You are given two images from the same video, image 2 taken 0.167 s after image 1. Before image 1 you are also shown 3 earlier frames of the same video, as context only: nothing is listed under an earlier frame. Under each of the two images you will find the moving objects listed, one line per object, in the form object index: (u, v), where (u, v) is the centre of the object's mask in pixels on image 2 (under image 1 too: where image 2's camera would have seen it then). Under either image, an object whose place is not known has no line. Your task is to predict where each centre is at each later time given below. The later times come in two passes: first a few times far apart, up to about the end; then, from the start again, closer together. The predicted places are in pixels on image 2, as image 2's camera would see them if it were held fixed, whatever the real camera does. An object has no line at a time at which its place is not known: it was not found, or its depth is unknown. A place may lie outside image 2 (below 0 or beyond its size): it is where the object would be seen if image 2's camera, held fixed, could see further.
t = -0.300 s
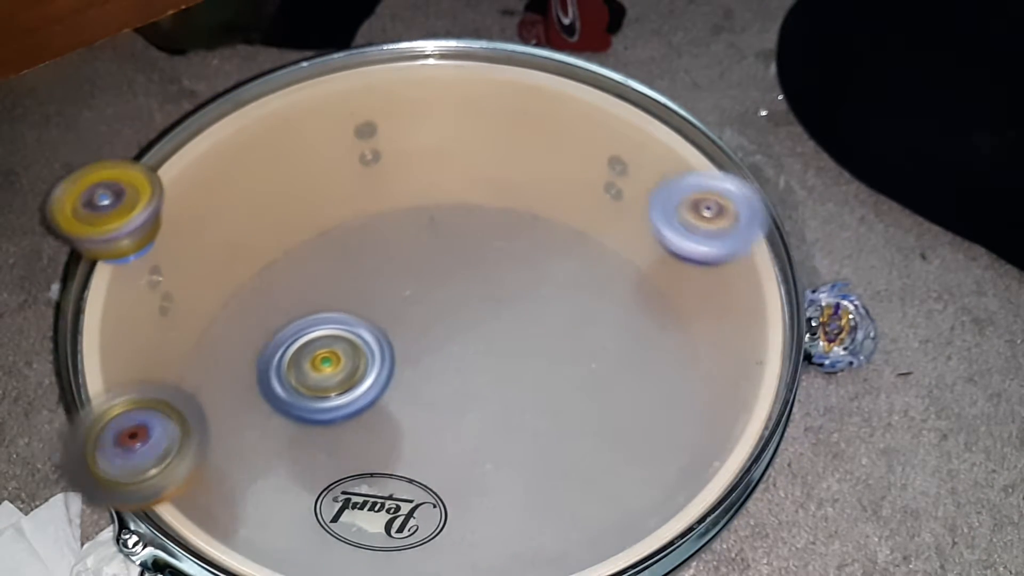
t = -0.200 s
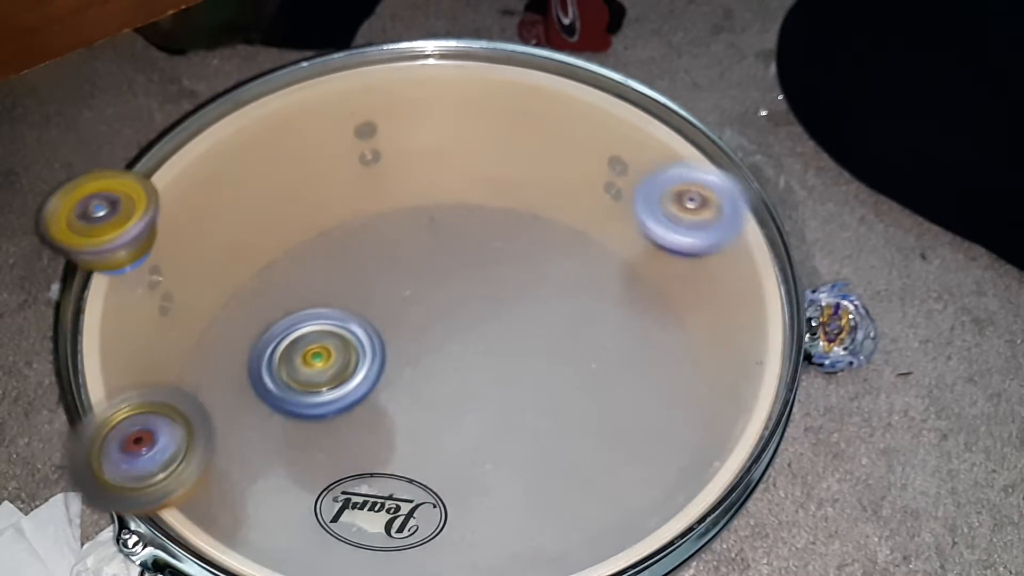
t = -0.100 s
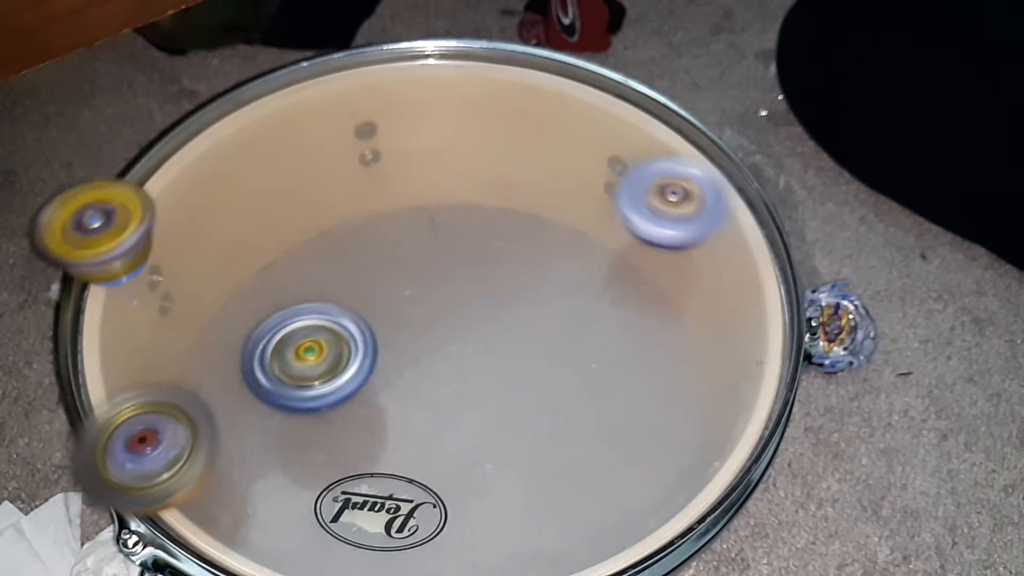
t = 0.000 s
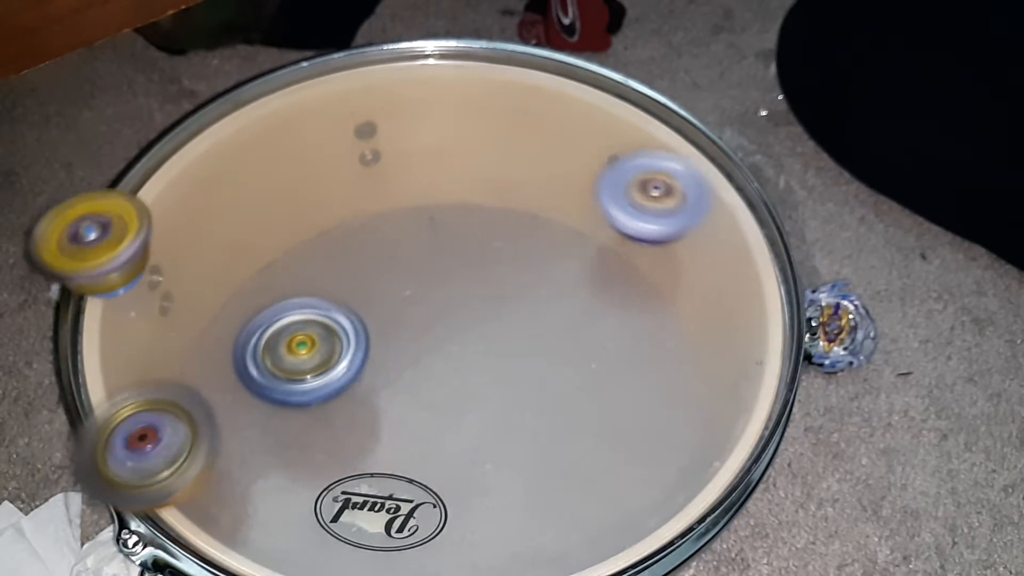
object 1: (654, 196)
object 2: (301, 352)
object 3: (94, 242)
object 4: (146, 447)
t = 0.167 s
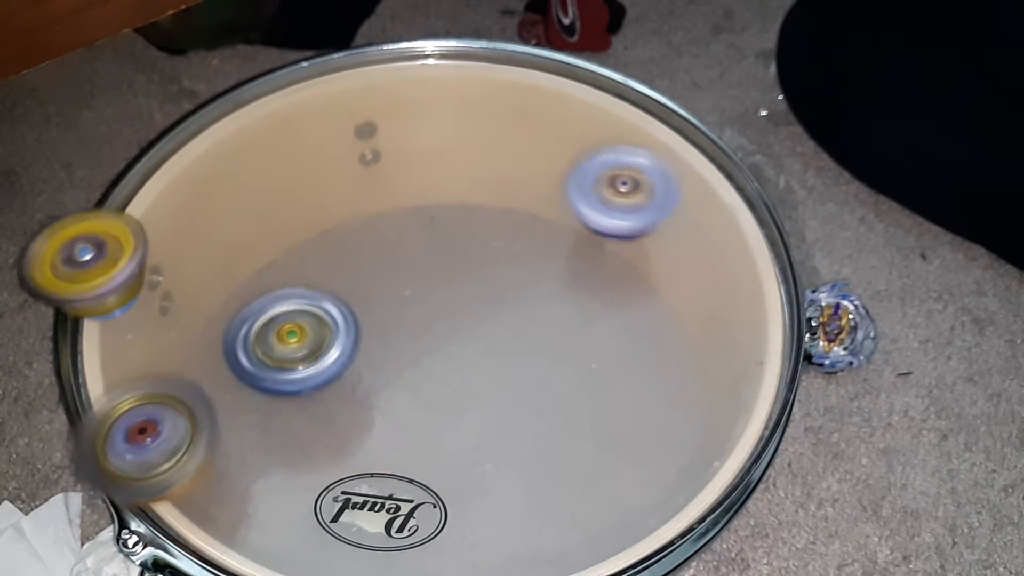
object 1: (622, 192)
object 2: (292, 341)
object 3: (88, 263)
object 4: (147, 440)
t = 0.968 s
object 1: (453, 233)
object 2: (286, 293)
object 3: (91, 320)
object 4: (166, 482)
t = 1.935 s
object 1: (448, 234)
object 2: (221, 382)
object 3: (279, 213)
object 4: (356, 539)
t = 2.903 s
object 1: (693, 198)
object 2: (117, 412)
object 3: (180, 275)
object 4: (523, 502)
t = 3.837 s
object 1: (741, 162)
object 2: (165, 370)
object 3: (129, 215)
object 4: (536, 484)
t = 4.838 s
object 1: (656, 220)
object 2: (99, 415)
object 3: (192, 221)
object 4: (509, 491)
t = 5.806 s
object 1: (632, 418)
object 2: (80, 340)
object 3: (182, 232)
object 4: (470, 489)
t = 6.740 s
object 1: (602, 506)
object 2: (123, 330)
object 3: (287, 259)
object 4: (429, 471)
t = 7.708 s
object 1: (689, 278)
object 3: (417, 171)
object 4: (188, 285)
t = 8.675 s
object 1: (643, 206)
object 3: (329, 284)
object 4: (162, 167)
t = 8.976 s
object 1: (655, 200)
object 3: (312, 265)
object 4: (242, 189)
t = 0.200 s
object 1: (616, 191)
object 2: (290, 339)
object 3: (88, 267)
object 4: (146, 439)
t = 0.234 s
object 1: (609, 191)
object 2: (289, 337)
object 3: (87, 272)
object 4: (145, 438)
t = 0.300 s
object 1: (595, 191)
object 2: (286, 332)
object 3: (86, 280)
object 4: (143, 435)
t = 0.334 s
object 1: (589, 191)
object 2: (285, 330)
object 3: (85, 285)
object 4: (141, 435)
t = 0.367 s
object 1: (582, 191)
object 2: (284, 328)
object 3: (85, 290)
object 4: (139, 434)
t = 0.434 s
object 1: (570, 192)
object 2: (282, 323)
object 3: (85, 299)
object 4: (135, 431)
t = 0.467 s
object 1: (563, 194)
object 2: (282, 321)
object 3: (84, 304)
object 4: (135, 430)
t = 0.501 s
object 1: (557, 195)
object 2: (281, 319)
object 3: (85, 309)
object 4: (133, 429)
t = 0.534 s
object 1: (549, 196)
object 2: (281, 316)
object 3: (85, 314)
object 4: (131, 429)
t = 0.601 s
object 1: (535, 200)
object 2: (281, 312)
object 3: (87, 323)
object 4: (123, 431)
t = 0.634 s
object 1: (528, 203)
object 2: (282, 310)
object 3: (87, 327)
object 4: (120, 432)
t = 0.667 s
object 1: (521, 205)
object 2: (282, 308)
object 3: (88, 328)
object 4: (117, 438)
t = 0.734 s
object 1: (507, 210)
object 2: (283, 304)
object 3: (89, 327)
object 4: (129, 446)
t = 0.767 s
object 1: (499, 213)
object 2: (283, 302)
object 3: (89, 326)
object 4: (137, 452)
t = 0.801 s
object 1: (492, 216)
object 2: (283, 300)
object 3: (90, 324)
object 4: (147, 456)
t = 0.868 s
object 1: (477, 223)
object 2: (284, 297)
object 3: (90, 323)
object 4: (160, 464)
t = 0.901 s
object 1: (468, 226)
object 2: (284, 295)
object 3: (90, 322)
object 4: (163, 470)
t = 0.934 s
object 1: (461, 230)
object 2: (285, 294)
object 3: (90, 321)
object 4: (165, 478)
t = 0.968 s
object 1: (453, 233)
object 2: (286, 293)
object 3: (91, 320)
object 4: (166, 482)
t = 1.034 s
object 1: (439, 241)
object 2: (288, 290)
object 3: (91, 318)
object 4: (179, 488)
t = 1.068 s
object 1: (431, 246)
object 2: (288, 288)
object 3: (91, 317)
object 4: (187, 489)
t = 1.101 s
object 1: (423, 250)
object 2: (289, 288)
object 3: (91, 316)
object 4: (193, 489)
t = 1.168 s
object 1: (416, 255)
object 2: (273, 296)
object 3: (92, 314)
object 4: (204, 489)
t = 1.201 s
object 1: (421, 252)
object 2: (250, 308)
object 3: (92, 313)
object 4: (208, 486)
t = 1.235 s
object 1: (422, 251)
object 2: (227, 317)
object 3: (93, 312)
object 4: (212, 485)
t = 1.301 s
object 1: (426, 248)
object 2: (209, 344)
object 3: (80, 305)
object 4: (222, 479)
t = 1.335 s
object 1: (427, 247)
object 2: (204, 358)
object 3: (80, 302)
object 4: (230, 478)
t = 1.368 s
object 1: (429, 245)
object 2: (202, 357)
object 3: (86, 299)
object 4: (234, 491)
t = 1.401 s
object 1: (431, 244)
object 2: (198, 351)
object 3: (95, 292)
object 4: (238, 505)
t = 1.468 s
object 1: (435, 242)
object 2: (197, 348)
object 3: (115, 276)
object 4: (250, 522)
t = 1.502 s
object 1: (436, 241)
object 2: (200, 352)
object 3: (127, 267)
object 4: (260, 525)
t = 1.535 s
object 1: (437, 240)
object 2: (203, 354)
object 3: (138, 260)
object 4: (269, 526)
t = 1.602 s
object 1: (440, 239)
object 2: (209, 357)
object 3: (163, 247)
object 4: (282, 530)
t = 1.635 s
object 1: (441, 238)
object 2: (211, 359)
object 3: (173, 241)
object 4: (290, 531)
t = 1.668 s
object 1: (443, 238)
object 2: (214, 361)
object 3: (185, 234)
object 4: (296, 532)
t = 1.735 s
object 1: (444, 237)
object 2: (218, 366)
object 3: (208, 225)
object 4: (307, 534)
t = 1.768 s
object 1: (445, 237)
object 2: (219, 368)
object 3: (219, 221)
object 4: (314, 535)
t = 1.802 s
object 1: (446, 236)
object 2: (220, 370)
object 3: (232, 218)
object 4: (324, 537)
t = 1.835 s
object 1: (447, 236)
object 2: (221, 374)
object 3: (244, 216)
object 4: (328, 537)
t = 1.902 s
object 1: (447, 235)
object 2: (222, 380)
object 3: (267, 214)
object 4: (343, 538)
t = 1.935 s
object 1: (448, 234)
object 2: (221, 382)
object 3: (279, 213)
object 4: (356, 539)
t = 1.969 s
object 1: (448, 234)
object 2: (221, 385)
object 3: (290, 213)
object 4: (361, 540)
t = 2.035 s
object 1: (448, 234)
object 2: (219, 393)
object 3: (312, 216)
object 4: (380, 540)
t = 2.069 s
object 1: (449, 234)
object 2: (217, 396)
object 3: (323, 218)
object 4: (393, 540)
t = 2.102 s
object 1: (458, 233)
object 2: (215, 399)
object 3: (322, 223)
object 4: (400, 538)
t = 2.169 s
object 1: (483, 232)
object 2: (208, 407)
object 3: (313, 230)
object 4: (426, 538)
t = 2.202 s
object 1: (495, 232)
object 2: (205, 410)
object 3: (309, 233)
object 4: (432, 536)
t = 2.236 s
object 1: (506, 231)
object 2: (201, 413)
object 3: (305, 237)
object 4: (439, 534)
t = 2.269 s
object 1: (517, 230)
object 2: (196, 415)
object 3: (300, 240)
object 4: (445, 533)
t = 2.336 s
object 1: (538, 228)
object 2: (189, 420)
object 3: (290, 246)
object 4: (456, 530)
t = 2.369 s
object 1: (548, 227)
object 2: (184, 421)
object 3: (285, 249)
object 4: (461, 529)
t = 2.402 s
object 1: (558, 225)
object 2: (179, 423)
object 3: (279, 252)
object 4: (466, 527)
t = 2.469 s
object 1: (578, 223)
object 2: (171, 426)
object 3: (269, 257)
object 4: (477, 525)
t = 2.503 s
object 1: (589, 221)
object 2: (167, 426)
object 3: (261, 260)
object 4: (481, 523)
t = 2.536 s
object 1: (598, 220)
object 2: (161, 426)
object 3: (255, 262)
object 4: (486, 522)
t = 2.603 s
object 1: (617, 216)
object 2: (151, 426)
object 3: (243, 266)
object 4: (495, 518)
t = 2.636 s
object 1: (626, 214)
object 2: (146, 426)
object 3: (237, 268)
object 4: (499, 516)
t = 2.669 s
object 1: (634, 212)
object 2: (141, 425)
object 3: (231, 270)
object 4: (503, 515)
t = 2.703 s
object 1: (643, 210)
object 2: (137, 423)
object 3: (223, 271)
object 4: (506, 514)
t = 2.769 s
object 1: (659, 206)
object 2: (129, 420)
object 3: (209, 274)
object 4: (513, 510)
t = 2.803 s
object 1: (667, 205)
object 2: (125, 418)
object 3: (202, 274)
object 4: (515, 508)
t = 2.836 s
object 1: (675, 203)
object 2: (122, 416)
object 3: (194, 275)
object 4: (518, 506)
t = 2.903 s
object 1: (693, 198)
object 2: (117, 412)
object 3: (180, 275)
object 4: (523, 502)
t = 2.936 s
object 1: (700, 195)
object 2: (115, 409)
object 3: (173, 275)
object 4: (526, 499)
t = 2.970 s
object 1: (708, 193)
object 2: (113, 406)
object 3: (167, 274)
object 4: (528, 497)
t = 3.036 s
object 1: (723, 188)
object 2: (112, 402)
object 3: (153, 272)
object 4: (532, 493)
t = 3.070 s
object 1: (729, 186)
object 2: (111, 399)
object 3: (147, 271)
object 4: (533, 492)
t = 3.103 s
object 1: (736, 184)
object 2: (111, 396)
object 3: (140, 269)
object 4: (534, 491)
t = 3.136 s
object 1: (742, 182)
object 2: (111, 394)
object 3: (133, 268)
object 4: (536, 489)
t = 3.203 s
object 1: (755, 176)
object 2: (114, 388)
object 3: (122, 264)
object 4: (536, 487)
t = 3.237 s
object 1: (760, 175)
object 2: (115, 385)
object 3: (116, 262)
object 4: (537, 486)
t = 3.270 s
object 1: (760, 173)
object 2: (117, 383)
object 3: (109, 259)
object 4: (537, 486)
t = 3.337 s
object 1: (759, 171)
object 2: (123, 377)
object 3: (99, 253)
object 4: (538, 485)
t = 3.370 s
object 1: (758, 170)
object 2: (125, 375)
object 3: (93, 250)
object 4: (538, 484)
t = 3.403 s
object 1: (758, 169)
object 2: (128, 373)
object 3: (92, 247)
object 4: (538, 484)
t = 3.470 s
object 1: (757, 166)
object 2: (135, 369)
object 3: (95, 241)
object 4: (538, 485)
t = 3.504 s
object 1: (756, 165)
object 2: (138, 368)
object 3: (99, 238)
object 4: (538, 485)
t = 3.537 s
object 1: (755, 164)
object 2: (141, 367)
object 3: (101, 236)
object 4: (539, 484)
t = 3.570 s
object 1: (754, 163)
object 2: (145, 366)
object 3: (104, 232)
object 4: (538, 485)
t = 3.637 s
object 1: (752, 162)
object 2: (150, 366)
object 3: (110, 227)
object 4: (538, 485)
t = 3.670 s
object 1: (750, 161)
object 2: (154, 366)
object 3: (113, 225)
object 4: (537, 485)
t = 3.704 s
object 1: (748, 161)
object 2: (156, 366)
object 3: (116, 223)
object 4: (537, 485)
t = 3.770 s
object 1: (746, 162)
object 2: (160, 368)
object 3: (123, 218)
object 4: (537, 485)
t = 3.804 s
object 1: (744, 162)
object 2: (163, 369)
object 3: (127, 217)
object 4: (536, 485)
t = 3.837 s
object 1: (741, 162)
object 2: (165, 370)
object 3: (129, 215)
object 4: (536, 484)
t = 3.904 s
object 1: (737, 163)
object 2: (168, 374)
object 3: (137, 211)
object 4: (535, 484)
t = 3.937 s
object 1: (734, 163)
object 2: (169, 375)
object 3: (139, 211)
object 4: (535, 483)
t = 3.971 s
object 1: (731, 164)
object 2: (169, 377)
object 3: (143, 210)
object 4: (535, 483)
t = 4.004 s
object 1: (729, 164)
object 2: (170, 380)
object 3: (146, 208)
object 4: (534, 483)
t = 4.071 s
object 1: (723, 166)
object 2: (170, 384)
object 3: (153, 206)
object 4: (534, 483)
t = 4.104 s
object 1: (720, 167)
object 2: (169, 386)
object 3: (156, 206)
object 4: (533, 484)
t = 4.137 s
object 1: (717, 168)
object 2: (168, 389)
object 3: (158, 205)
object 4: (532, 484)
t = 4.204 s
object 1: (711, 170)
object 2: (165, 394)
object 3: (164, 205)
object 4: (531, 485)
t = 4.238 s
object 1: (709, 172)
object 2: (163, 397)
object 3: (167, 205)
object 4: (530, 485)
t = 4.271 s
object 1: (705, 173)
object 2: (162, 399)
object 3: (170, 205)
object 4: (529, 486)
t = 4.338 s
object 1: (700, 177)
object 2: (156, 403)
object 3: (175, 205)
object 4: (527, 486)
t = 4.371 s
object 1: (697, 180)
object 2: (153, 406)
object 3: (177, 206)
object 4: (525, 487)
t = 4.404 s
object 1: (693, 182)
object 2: (149, 407)
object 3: (179, 207)
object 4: (524, 486)
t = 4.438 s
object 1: (691, 184)
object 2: (145, 410)
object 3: (182, 207)
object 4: (522, 487)
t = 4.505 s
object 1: (684, 189)
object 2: (137, 413)
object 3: (186, 209)
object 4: (520, 488)
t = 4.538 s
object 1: (681, 191)
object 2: (132, 414)
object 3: (187, 209)
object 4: (519, 488)
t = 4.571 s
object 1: (677, 194)
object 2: (127, 415)
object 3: (189, 211)
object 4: (519, 488)
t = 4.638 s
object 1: (670, 202)
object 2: (119, 416)
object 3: (191, 213)
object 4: (517, 488)
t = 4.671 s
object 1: (667, 204)
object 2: (114, 416)
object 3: (191, 214)
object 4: (516, 489)
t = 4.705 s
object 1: (665, 207)
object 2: (111, 416)
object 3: (192, 215)
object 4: (515, 489)
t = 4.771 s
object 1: (661, 213)
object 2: (104, 416)
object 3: (192, 217)
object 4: (512, 489)
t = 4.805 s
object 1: (658, 216)
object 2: (102, 416)
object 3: (193, 220)
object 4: (510, 490)
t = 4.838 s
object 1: (656, 220)
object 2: (99, 415)
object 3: (192, 221)
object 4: (509, 491)
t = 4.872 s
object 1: (654, 225)
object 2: (95, 413)
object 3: (192, 223)
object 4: (508, 491)
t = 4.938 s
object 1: (648, 233)
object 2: (88, 410)
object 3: (191, 226)
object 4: (506, 492)
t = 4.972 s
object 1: (647, 238)
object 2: (84, 407)
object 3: (190, 228)
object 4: (505, 492)
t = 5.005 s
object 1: (644, 242)
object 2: (80, 404)
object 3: (189, 230)
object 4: (503, 492)
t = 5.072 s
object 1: (642, 253)
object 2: (77, 394)
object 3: (186, 234)
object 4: (499, 493)
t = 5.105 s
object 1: (639, 258)
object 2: (74, 392)
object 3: (184, 235)
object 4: (497, 493)
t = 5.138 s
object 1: (637, 263)
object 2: (72, 388)
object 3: (183, 237)
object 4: (498, 494)
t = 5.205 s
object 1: (634, 274)
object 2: (71, 380)
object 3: (179, 241)
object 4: (496, 494)
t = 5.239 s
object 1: (633, 280)
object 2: (69, 377)
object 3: (176, 243)
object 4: (495, 495)
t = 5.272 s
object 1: (633, 287)
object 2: (67, 372)
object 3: (173, 245)
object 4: (494, 494)
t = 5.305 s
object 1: (632, 295)
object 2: (67, 368)
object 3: (171, 247)
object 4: (492, 494)
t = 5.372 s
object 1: (630, 307)
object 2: (64, 361)
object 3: (166, 251)
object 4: (488, 493)
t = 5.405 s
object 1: (628, 315)
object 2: (63, 357)
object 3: (162, 253)
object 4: (487, 494)
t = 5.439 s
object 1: (628, 321)
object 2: (64, 353)
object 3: (159, 254)
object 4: (486, 493)
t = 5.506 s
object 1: (628, 339)
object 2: (61, 346)
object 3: (151, 257)
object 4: (484, 494)
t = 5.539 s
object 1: (627, 347)
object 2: (60, 342)
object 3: (148, 258)
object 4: (483, 493)
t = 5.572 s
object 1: (627, 354)
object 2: (61, 344)
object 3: (149, 256)
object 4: (480, 492)
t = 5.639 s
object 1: (627, 370)
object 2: (72, 348)
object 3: (155, 248)
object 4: (478, 492)
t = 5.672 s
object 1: (629, 379)
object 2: (69, 350)
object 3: (161, 244)
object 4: (477, 491)
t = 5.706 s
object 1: (630, 390)
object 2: (67, 351)
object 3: (166, 240)
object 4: (475, 491)
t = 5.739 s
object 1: (629, 398)
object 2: (64, 351)
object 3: (170, 238)
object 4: (474, 491)
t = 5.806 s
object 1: (632, 418)
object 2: (80, 340)
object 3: (182, 232)
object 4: (470, 489)
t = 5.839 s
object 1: (634, 426)
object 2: (80, 337)
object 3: (186, 229)
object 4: (469, 489)
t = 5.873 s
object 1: (638, 439)
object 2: (83, 333)
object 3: (192, 226)
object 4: (469, 489)
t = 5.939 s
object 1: (638, 458)
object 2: (82, 326)
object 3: (203, 222)
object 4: (466, 488)
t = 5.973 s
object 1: (641, 468)
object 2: (84, 322)
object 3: (208, 221)
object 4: (466, 486)
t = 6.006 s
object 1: (645, 480)
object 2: (87, 319)
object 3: (214, 220)
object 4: (463, 485)
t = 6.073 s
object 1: (653, 504)
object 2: (93, 311)
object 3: (225, 219)
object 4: (461, 485)
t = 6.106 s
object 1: (650, 508)
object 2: (97, 309)
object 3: (232, 219)
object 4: (460, 484)
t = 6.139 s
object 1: (642, 507)
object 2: (100, 307)
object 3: (236, 219)
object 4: (459, 484)
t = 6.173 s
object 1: (638, 508)
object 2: (105, 304)
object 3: (241, 218)
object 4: (458, 483)
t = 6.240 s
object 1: (632, 513)
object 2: (114, 302)
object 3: (251, 220)
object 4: (454, 482)
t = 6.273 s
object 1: (628, 514)
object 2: (118, 301)
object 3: (255, 222)
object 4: (452, 481)
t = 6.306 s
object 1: (624, 513)
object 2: (123, 301)
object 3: (259, 223)
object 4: (451, 481)
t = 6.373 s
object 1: (619, 515)
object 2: (130, 304)
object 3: (266, 226)
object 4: (449, 480)
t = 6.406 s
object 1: (613, 516)
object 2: (133, 305)
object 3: (270, 228)
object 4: (446, 479)
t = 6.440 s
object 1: (608, 515)
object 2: (134, 306)
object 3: (273, 230)
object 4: (447, 479)
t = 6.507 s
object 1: (605, 514)
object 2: (137, 312)
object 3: (279, 235)
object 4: (446, 479)
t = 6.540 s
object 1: (603, 513)
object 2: (137, 315)
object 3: (281, 238)
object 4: (444, 478)
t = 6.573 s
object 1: (601, 512)
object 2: (136, 317)
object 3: (283, 241)
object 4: (441, 477)
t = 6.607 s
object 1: (598, 510)
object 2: (134, 320)
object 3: (284, 244)
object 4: (442, 477)
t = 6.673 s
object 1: (595, 509)
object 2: (131, 326)
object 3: (287, 251)
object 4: (440, 475)
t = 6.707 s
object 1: (592, 508)
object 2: (129, 328)
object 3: (287, 255)
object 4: (439, 475)
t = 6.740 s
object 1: (602, 506)
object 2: (123, 330)
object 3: (287, 259)
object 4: (429, 471)
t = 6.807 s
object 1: (634, 507)
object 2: (114, 333)
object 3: (286, 267)
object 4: (384, 467)
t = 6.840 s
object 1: (642, 498)
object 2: (111, 334)
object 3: (285, 271)
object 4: (365, 460)
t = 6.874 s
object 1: (647, 492)
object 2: (107, 333)
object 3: (283, 275)
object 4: (345, 454)
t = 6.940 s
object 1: (664, 483)
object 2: (100, 331)
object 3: (279, 283)
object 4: (309, 440)
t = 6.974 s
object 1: (677, 475)
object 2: (97, 329)
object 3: (277, 287)
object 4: (294, 431)
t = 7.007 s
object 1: (686, 468)
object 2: (96, 327)
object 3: (273, 291)
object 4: (276, 423)
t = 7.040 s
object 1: (693, 461)
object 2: (93, 325)
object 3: (269, 295)
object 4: (261, 414)
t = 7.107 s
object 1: (708, 443)
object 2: (93, 318)
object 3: (275, 293)
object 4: (225, 407)
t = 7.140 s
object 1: (715, 434)
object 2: (94, 317)
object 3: (279, 283)
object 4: (189, 413)
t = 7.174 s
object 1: (718, 424)
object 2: (96, 313)
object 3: (288, 259)
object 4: (170, 415)
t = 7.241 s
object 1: (727, 404)
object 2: (100, 306)
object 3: (304, 231)
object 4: (118, 419)
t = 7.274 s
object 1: (729, 395)
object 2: (112, 294)
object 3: (309, 221)
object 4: (118, 418)
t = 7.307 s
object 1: (730, 384)
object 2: (119, 278)
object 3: (316, 211)
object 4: (133, 407)
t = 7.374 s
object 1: (732, 364)
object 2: (134, 258)
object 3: (330, 196)
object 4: (158, 383)
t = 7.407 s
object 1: (729, 355)
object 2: (143, 250)
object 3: (338, 190)
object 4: (162, 373)
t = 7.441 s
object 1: (726, 345)
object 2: (155, 242)
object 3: (347, 184)
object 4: (164, 362)
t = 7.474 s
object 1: (725, 334)
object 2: (169, 238)
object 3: (354, 180)
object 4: (163, 350)
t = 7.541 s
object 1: (716, 318)
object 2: (194, 229)
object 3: (373, 174)
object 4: (168, 320)
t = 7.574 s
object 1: (712, 309)
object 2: (213, 221)
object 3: (382, 171)
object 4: (167, 314)
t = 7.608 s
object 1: (706, 301)
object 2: (229, 210)
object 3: (390, 169)
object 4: (171, 308)
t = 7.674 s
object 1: (697, 286)
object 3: (409, 169)
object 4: (181, 291)
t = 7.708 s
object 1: (689, 278)
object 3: (417, 171)
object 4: (188, 285)
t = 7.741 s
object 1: (680, 271)
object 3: (425, 172)
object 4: (193, 279)
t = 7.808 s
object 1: (666, 260)
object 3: (442, 178)
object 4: (206, 261)
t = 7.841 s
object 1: (657, 254)
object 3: (448, 182)
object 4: (204, 256)
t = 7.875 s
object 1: (647, 249)
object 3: (455, 187)
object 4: (204, 256)
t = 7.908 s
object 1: (640, 245)
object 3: (461, 192)
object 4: (198, 252)
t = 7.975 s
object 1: (620, 238)
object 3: (469, 205)
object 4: (193, 249)
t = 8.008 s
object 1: (612, 235)
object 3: (473, 212)
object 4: (189, 248)
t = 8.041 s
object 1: (600, 233)
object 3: (474, 218)
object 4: (186, 245)
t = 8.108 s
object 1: (592, 228)
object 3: (464, 236)
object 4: (181, 242)
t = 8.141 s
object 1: (595, 227)
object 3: (456, 242)
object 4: (178, 239)
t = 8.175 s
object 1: (601, 225)
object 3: (454, 249)
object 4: (176, 235)
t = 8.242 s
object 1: (608, 222)
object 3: (446, 267)
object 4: (172, 230)
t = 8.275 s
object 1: (612, 220)
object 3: (441, 274)
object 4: (165, 228)
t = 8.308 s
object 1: (617, 219)
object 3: (435, 280)
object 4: (152, 223)
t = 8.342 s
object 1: (619, 218)
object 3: (427, 285)
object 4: (139, 212)
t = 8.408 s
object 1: (626, 215)
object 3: (407, 293)
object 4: (118, 205)
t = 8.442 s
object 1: (627, 214)
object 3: (396, 296)
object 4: (114, 198)
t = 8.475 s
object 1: (630, 212)
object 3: (387, 297)
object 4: (113, 189)
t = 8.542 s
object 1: (634, 210)
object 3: (366, 297)
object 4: (135, 183)
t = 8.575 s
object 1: (637, 209)
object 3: (355, 295)
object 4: (143, 179)
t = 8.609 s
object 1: (638, 208)
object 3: (344, 292)
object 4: (149, 175)
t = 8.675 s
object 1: (643, 206)
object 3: (329, 284)
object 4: (162, 167)
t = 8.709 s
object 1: (645, 205)
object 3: (324, 281)
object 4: (173, 162)
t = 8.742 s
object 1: (645, 203)
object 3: (319, 279)
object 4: (187, 159)
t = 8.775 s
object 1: (648, 203)
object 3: (316, 279)
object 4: (200, 161)
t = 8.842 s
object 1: (651, 201)
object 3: (316, 274)
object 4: (217, 165)
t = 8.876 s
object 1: (652, 201)
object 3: (314, 273)
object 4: (226, 171)
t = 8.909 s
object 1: (654, 200)
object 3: (311, 270)
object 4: (232, 176)
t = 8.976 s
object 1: (655, 200)
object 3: (312, 265)
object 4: (242, 189)
